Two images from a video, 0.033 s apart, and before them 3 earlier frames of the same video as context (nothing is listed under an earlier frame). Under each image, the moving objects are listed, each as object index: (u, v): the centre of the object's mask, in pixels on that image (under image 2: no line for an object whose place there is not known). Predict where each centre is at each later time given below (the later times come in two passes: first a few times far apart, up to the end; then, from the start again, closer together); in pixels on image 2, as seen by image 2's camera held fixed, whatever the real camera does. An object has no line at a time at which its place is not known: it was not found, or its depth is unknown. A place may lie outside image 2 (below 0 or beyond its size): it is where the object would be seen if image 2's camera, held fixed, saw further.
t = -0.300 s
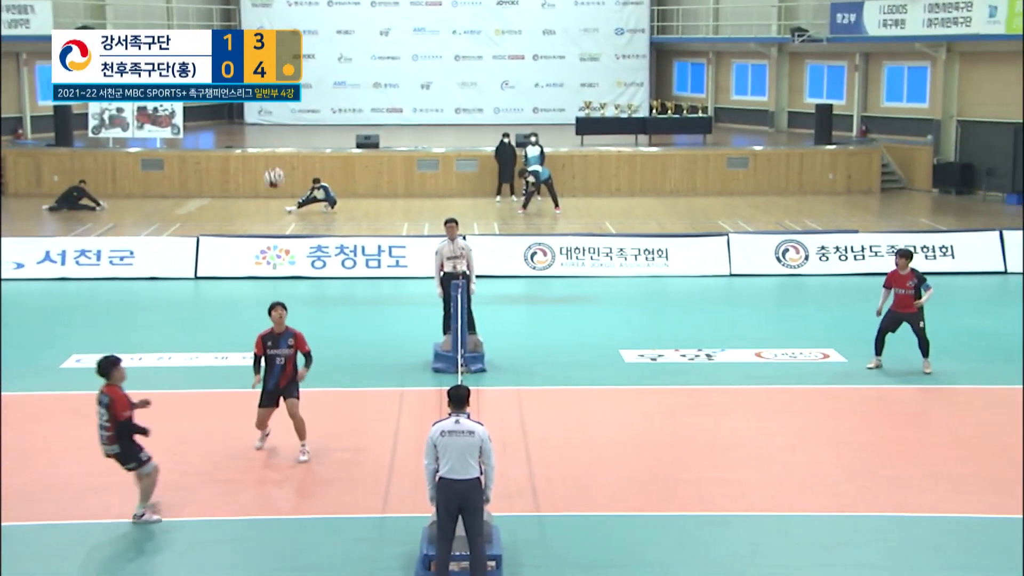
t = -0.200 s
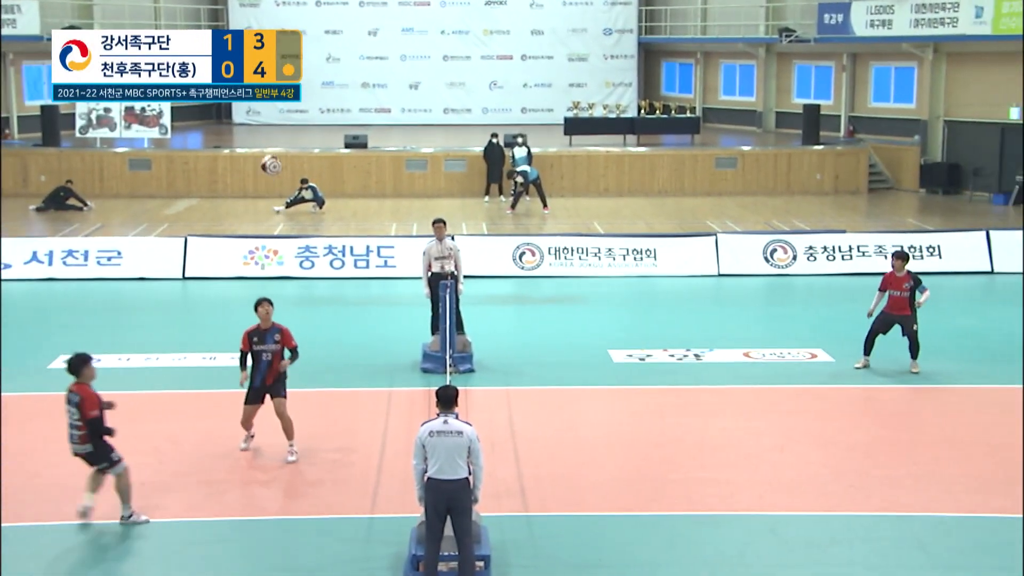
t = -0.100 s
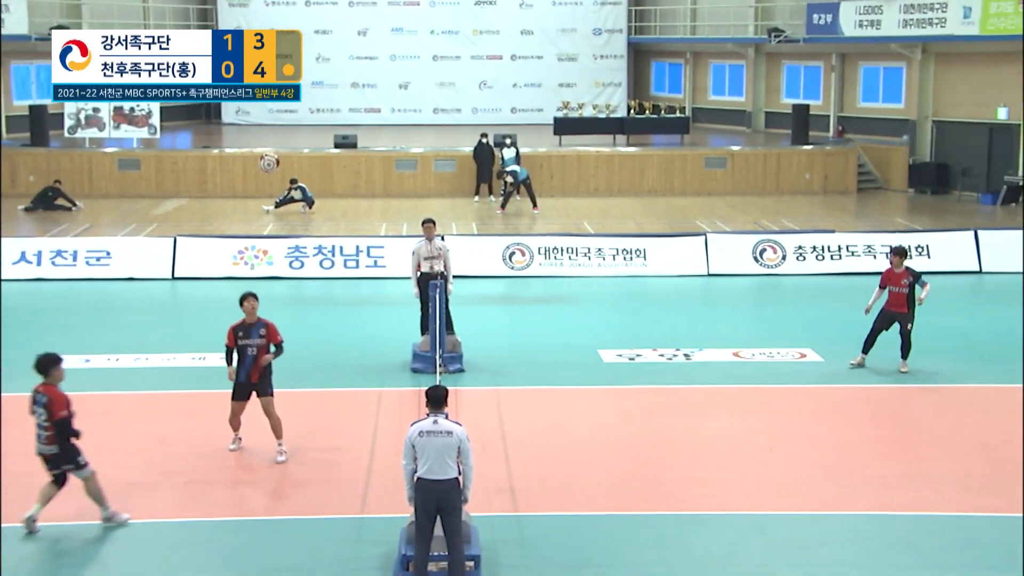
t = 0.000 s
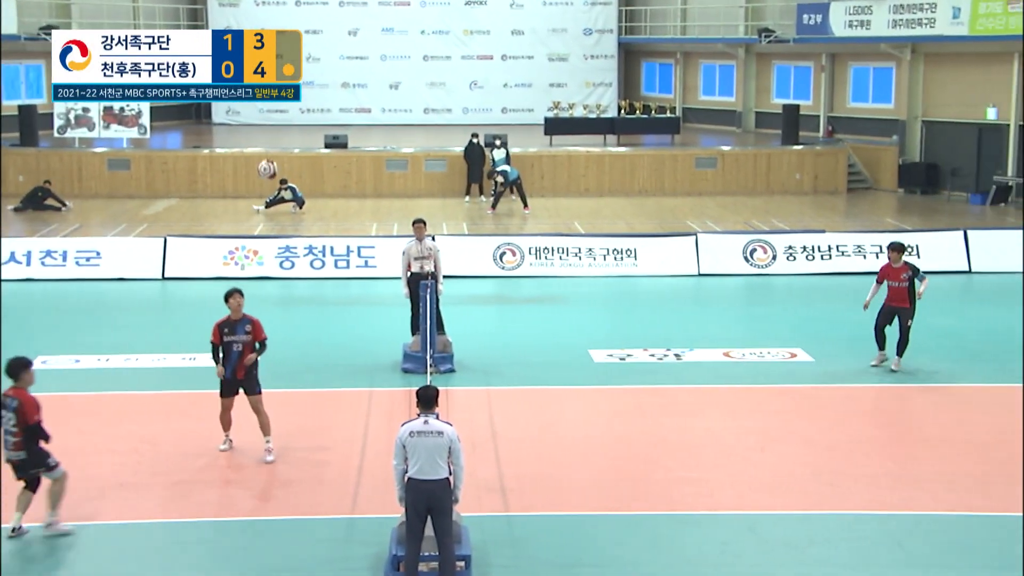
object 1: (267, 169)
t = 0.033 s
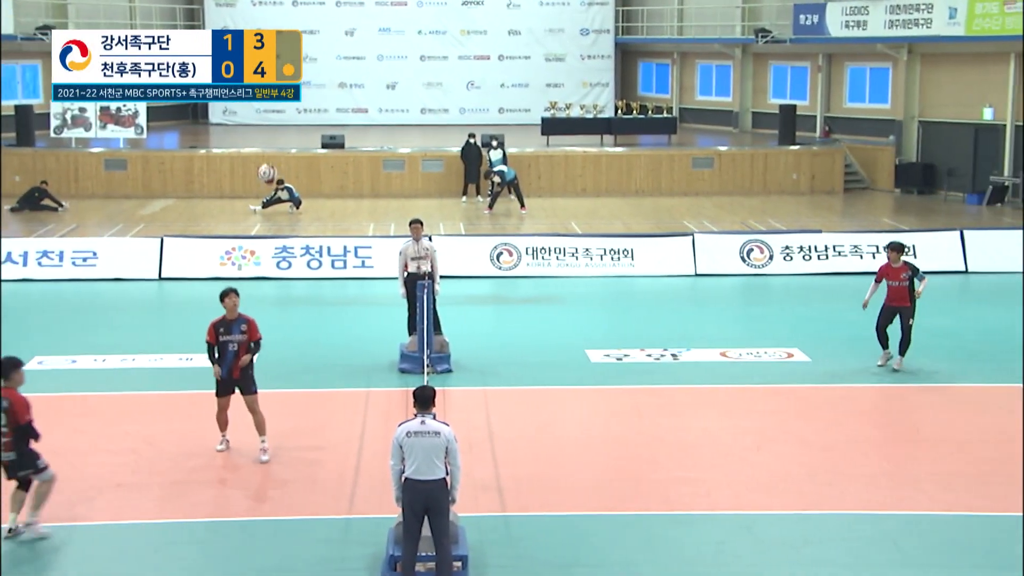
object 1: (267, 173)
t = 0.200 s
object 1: (282, 212)
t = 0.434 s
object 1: (303, 308)
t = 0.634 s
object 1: (318, 425)
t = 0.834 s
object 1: (332, 404)
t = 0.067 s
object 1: (269, 179)
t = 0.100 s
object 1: (272, 185)
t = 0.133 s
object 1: (275, 194)
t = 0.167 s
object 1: (279, 201)
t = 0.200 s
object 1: (282, 212)
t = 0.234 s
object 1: (284, 223)
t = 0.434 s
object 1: (303, 308)
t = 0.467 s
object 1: (306, 325)
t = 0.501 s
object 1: (309, 343)
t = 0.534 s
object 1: (312, 362)
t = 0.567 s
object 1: (314, 381)
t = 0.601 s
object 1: (316, 404)
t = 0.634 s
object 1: (318, 425)
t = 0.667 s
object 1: (321, 446)
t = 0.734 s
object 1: (326, 450)
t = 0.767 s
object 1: (328, 434)
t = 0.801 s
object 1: (330, 418)
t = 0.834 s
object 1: (332, 404)
